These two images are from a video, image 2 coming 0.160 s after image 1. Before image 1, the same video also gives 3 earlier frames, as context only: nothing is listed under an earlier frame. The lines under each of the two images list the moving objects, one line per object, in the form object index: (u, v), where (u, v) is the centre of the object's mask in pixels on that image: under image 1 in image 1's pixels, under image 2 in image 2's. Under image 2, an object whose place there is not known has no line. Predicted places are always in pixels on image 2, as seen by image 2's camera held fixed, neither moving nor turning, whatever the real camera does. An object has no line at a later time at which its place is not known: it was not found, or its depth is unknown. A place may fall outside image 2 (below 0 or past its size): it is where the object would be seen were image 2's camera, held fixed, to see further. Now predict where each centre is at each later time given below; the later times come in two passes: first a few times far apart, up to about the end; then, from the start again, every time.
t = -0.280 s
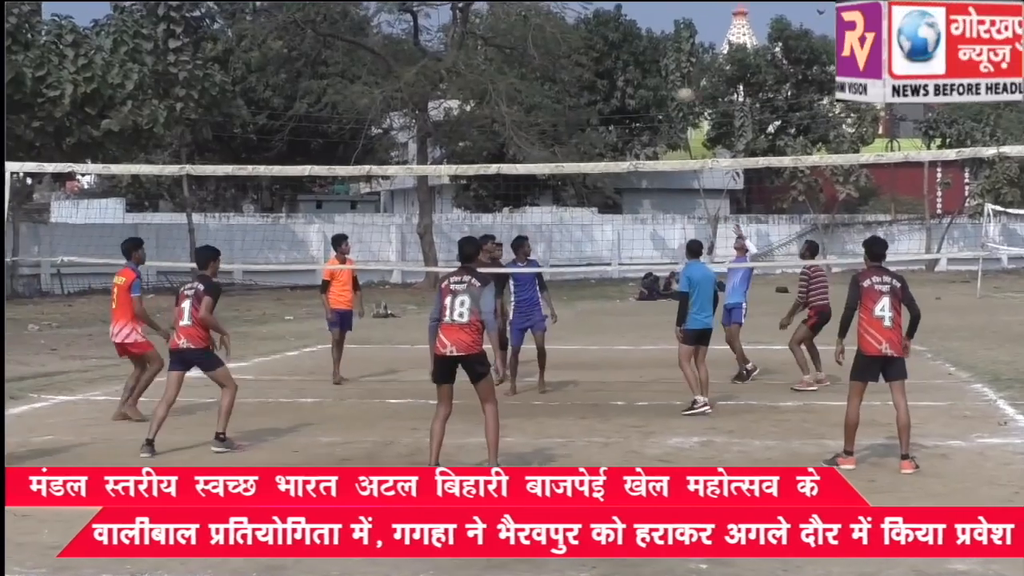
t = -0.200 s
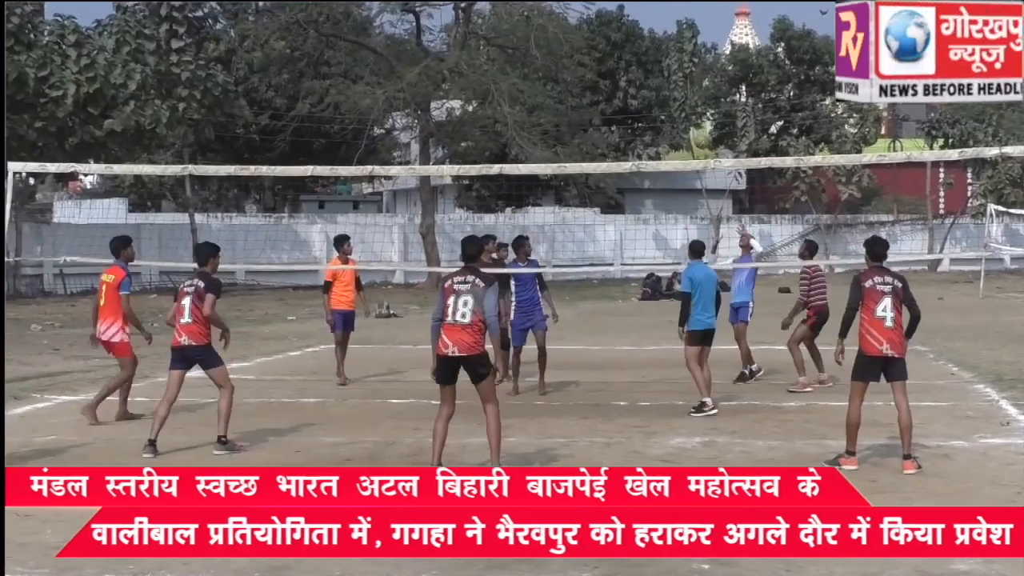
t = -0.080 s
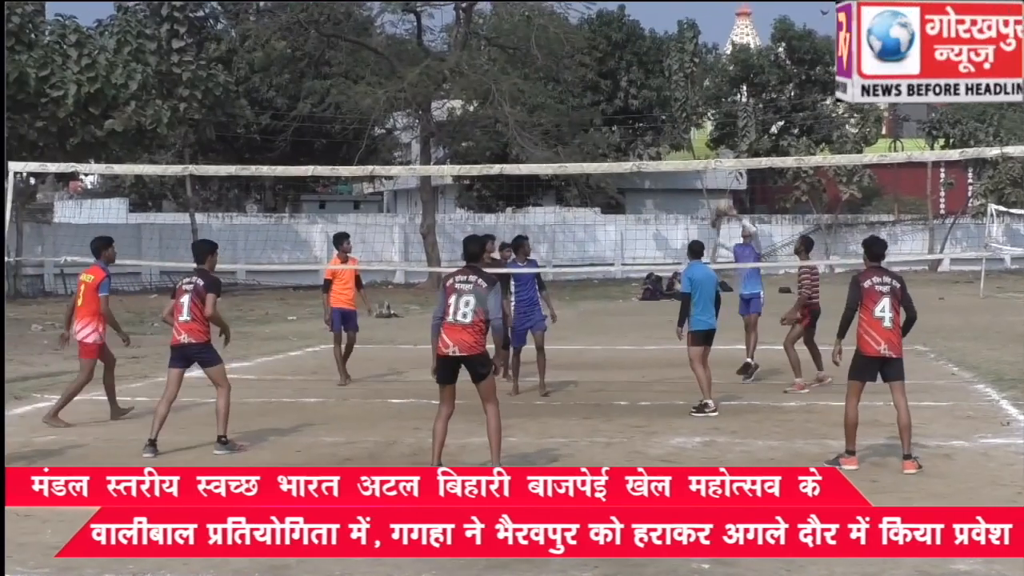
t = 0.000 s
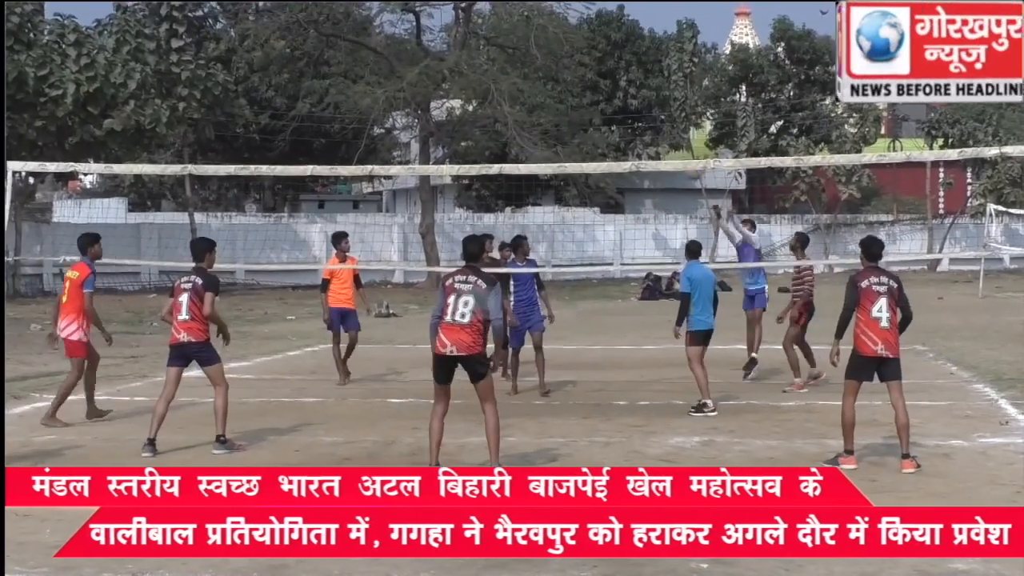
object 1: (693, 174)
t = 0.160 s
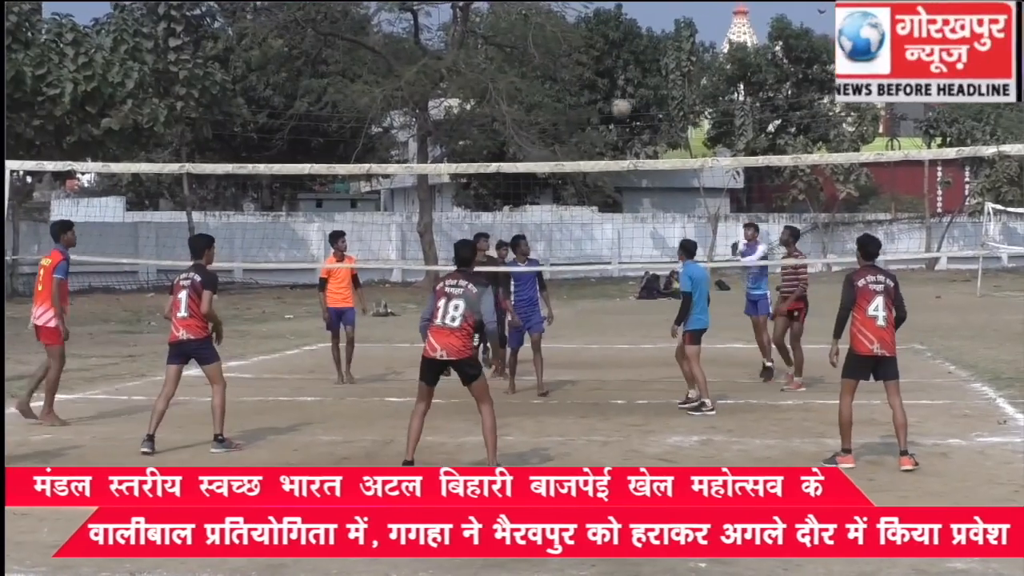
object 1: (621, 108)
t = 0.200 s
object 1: (602, 95)
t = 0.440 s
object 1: (482, 48)
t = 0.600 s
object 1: (390, 49)
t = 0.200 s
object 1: (602, 95)
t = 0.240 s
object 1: (583, 84)
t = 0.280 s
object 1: (564, 75)
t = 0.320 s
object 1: (545, 67)
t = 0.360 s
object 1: (525, 59)
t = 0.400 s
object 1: (503, 53)
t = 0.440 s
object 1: (482, 48)
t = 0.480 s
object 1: (460, 45)
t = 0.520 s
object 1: (437, 46)
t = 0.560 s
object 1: (415, 47)
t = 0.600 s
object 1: (390, 49)
